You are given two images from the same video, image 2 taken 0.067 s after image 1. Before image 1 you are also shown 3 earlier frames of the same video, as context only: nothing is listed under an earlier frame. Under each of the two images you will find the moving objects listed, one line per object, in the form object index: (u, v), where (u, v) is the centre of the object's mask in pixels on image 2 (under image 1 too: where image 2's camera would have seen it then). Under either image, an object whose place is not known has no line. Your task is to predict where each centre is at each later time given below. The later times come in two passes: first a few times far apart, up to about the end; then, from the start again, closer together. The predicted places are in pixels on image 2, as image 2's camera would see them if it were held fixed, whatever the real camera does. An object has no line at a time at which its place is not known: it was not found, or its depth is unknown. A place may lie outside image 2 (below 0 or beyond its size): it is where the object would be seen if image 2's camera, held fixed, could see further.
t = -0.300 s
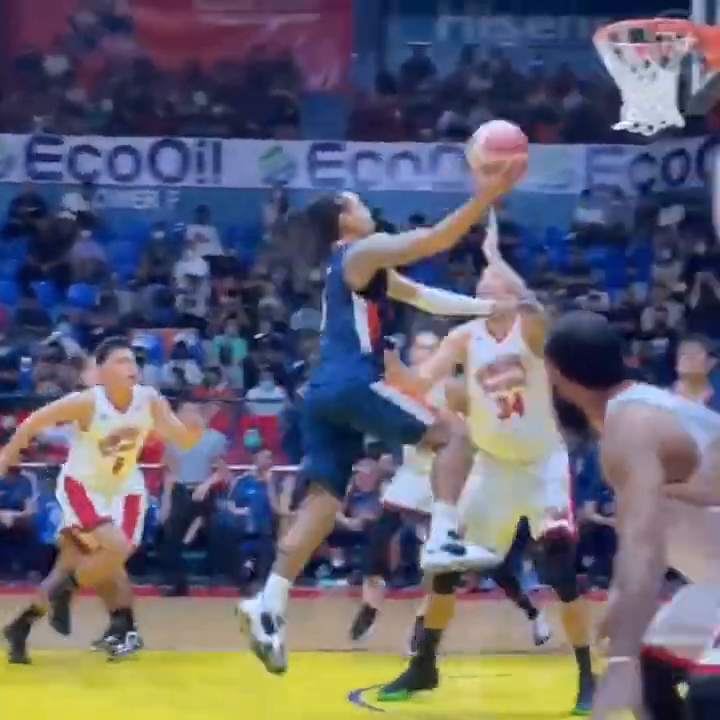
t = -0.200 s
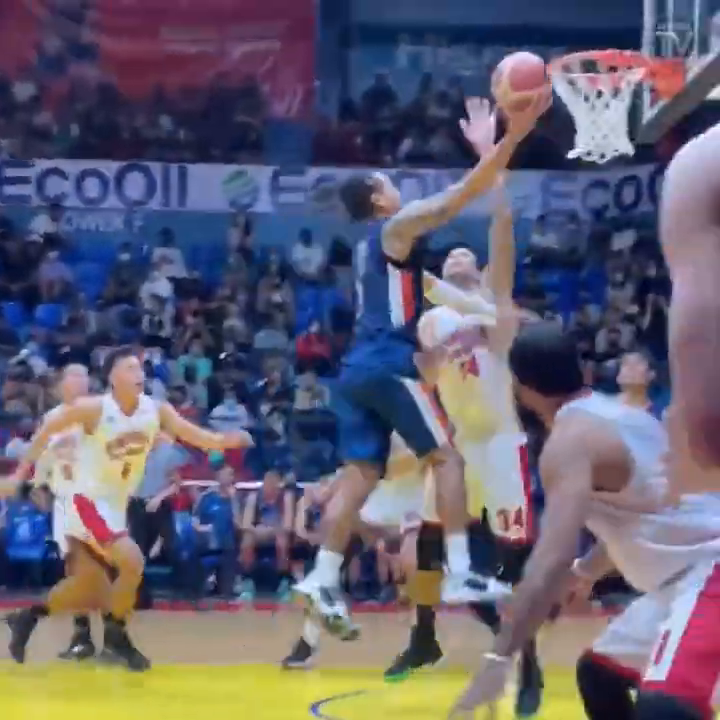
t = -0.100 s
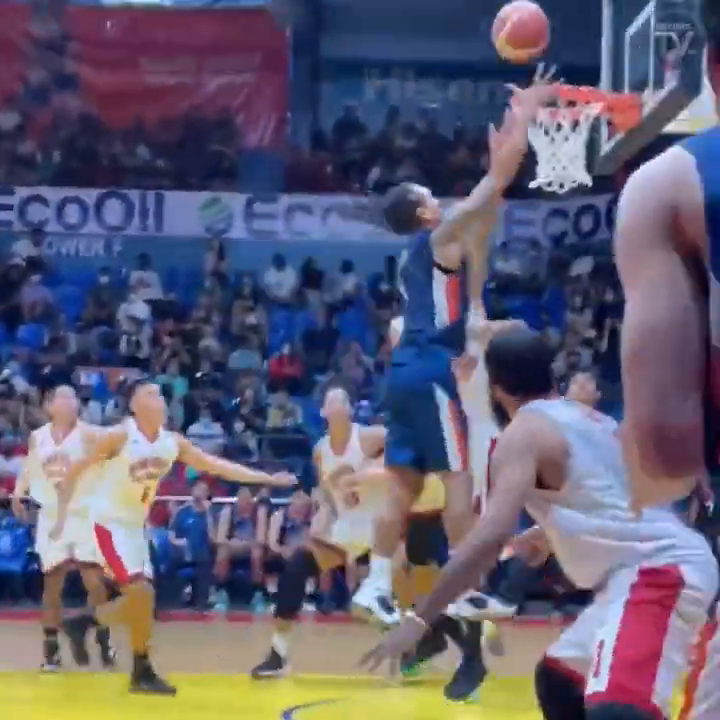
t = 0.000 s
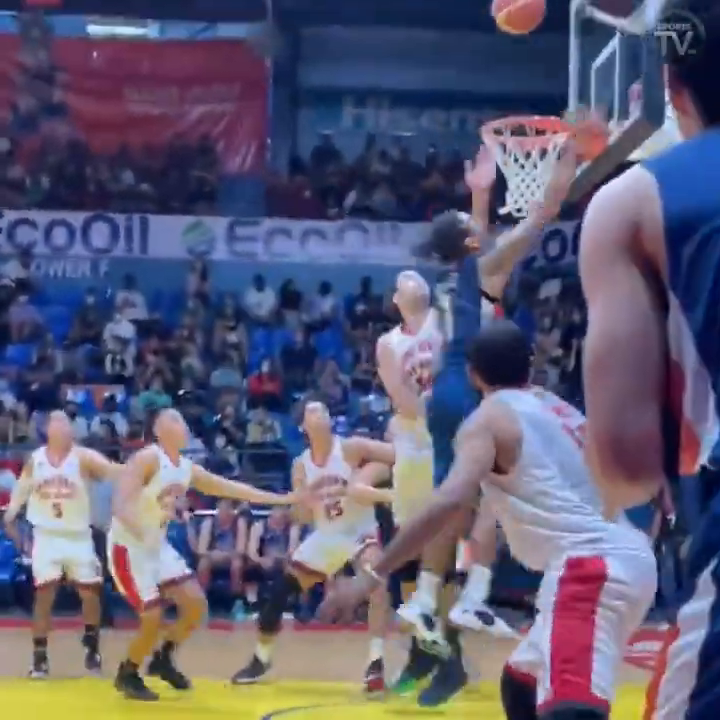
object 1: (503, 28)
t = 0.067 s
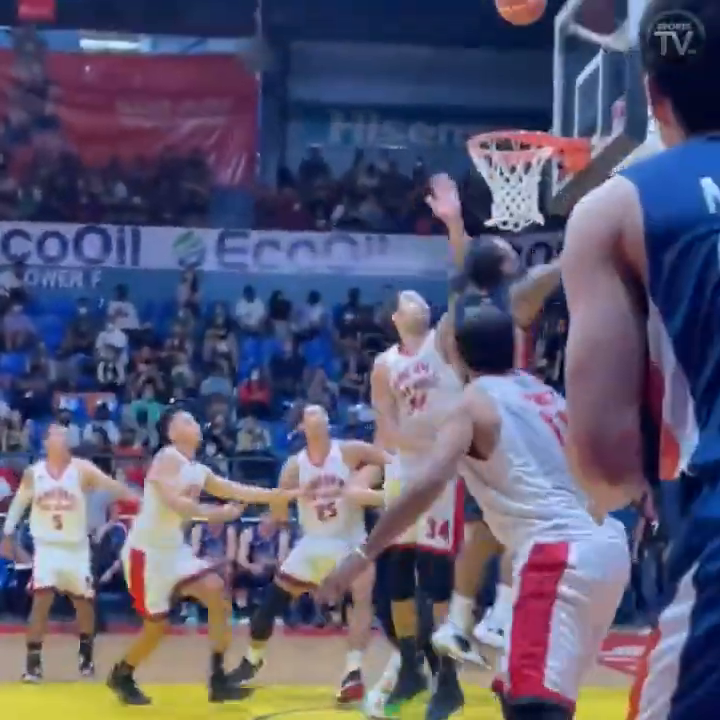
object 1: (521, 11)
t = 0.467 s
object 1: (546, 22)
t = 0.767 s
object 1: (525, 123)
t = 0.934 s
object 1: (494, 118)
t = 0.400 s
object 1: (568, 2)
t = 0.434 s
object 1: (559, 11)
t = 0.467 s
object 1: (546, 22)
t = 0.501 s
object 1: (536, 36)
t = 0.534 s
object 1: (524, 52)
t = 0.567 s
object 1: (510, 70)
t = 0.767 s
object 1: (525, 123)
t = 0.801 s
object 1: (532, 123)
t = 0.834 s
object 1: (524, 119)
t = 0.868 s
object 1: (514, 117)
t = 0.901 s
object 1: (504, 117)
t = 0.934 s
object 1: (494, 118)
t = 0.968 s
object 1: (485, 121)
